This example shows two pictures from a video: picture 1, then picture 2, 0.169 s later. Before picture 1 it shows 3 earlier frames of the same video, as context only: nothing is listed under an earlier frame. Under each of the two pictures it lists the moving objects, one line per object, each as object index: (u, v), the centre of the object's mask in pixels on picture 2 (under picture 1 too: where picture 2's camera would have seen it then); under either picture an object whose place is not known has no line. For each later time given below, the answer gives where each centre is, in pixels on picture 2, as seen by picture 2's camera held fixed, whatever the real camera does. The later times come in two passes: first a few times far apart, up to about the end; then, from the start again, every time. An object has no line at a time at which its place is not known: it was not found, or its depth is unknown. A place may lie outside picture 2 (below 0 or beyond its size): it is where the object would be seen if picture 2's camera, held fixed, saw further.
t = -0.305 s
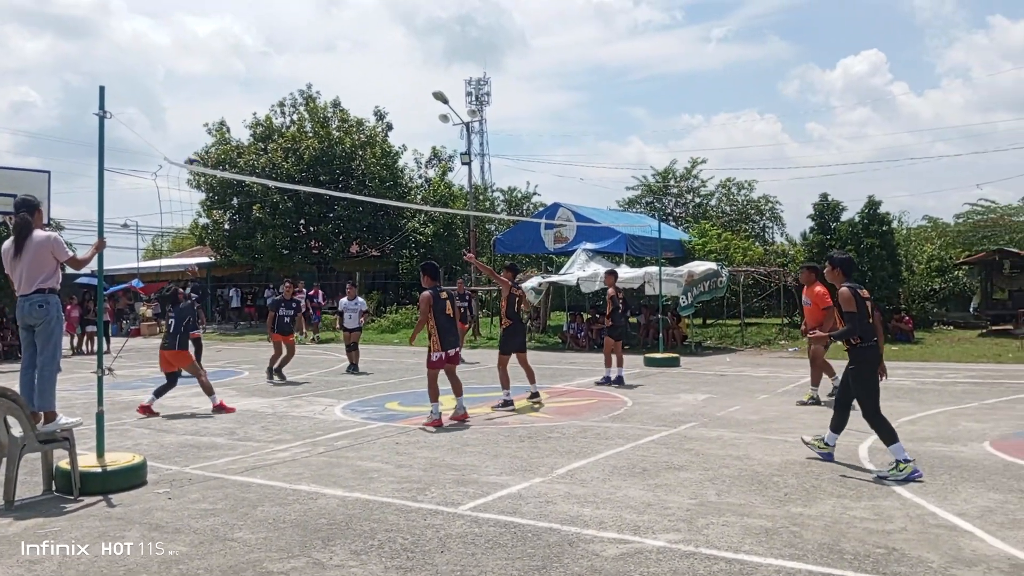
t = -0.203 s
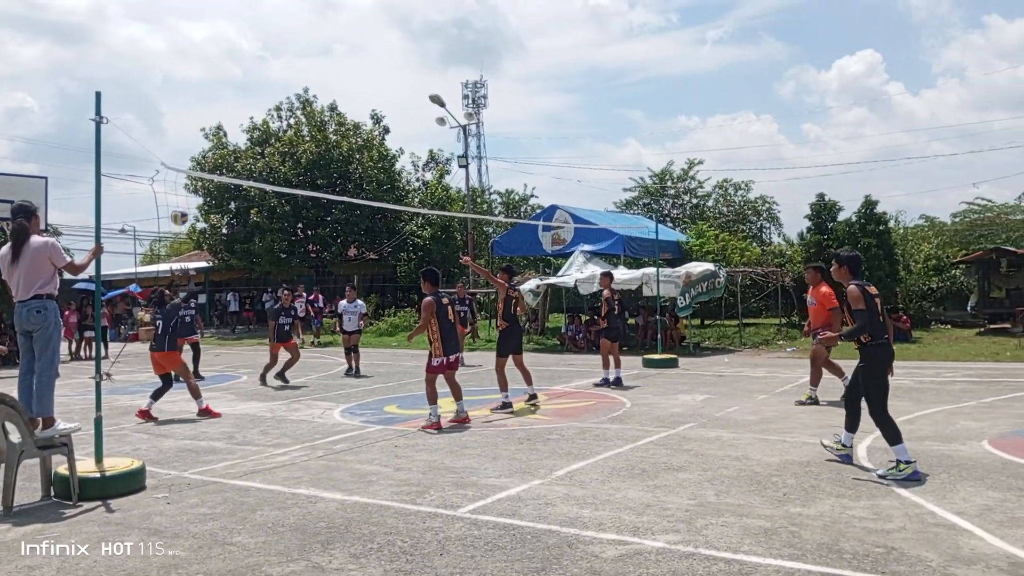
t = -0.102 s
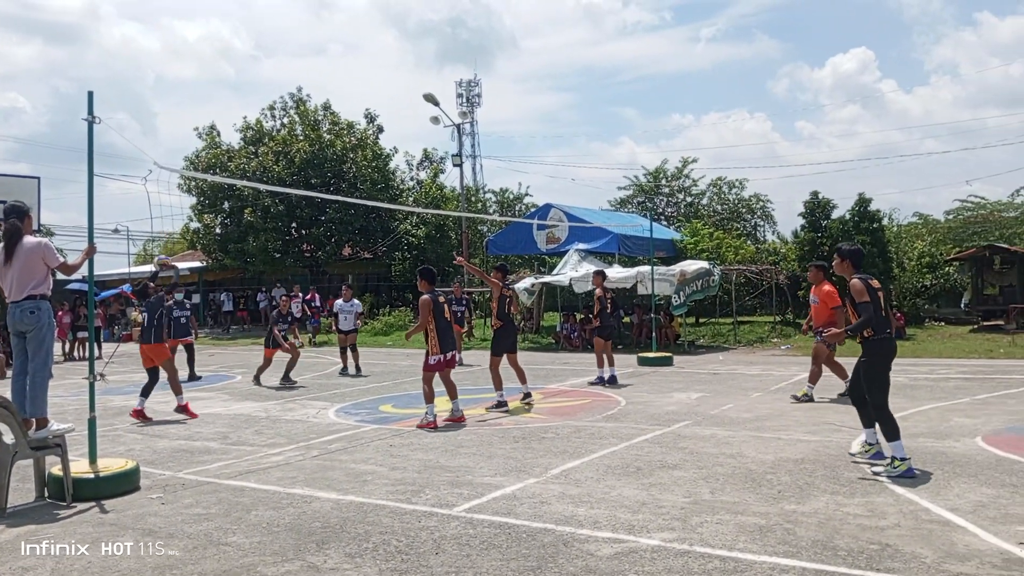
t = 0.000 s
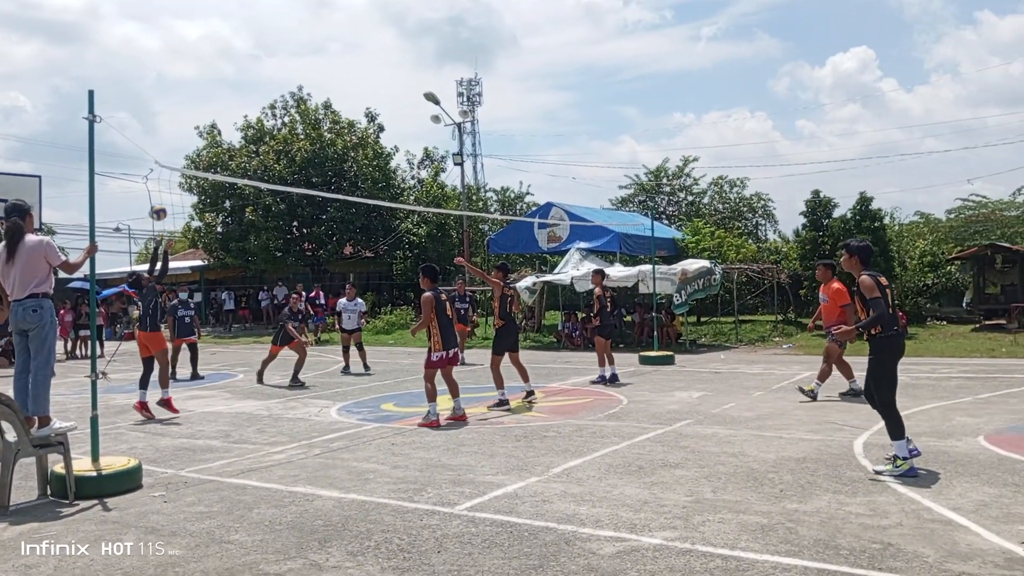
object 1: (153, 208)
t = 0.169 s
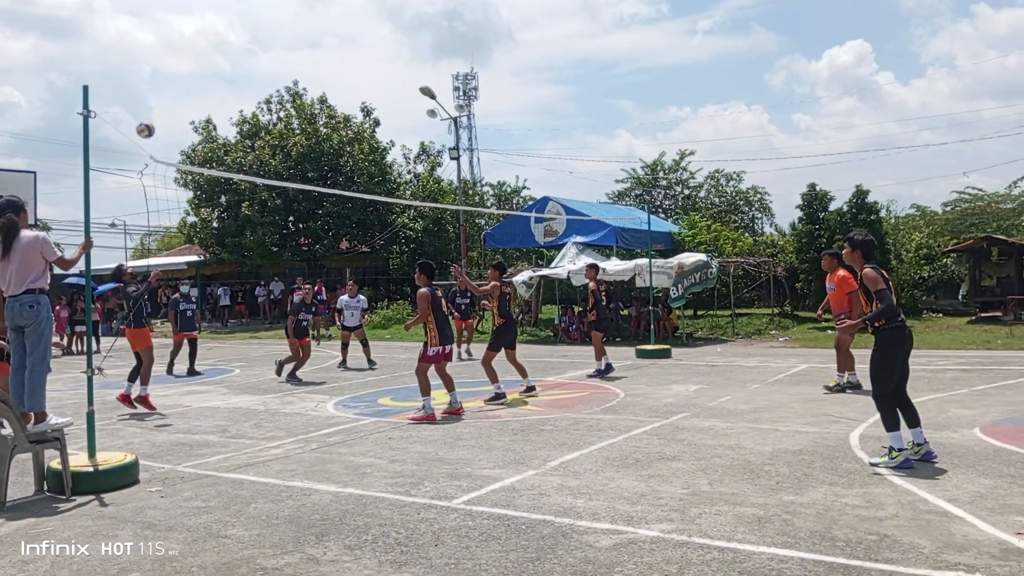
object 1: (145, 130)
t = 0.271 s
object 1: (143, 93)
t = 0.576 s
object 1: (132, 36)
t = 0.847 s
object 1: (124, 48)
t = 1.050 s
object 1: (118, 102)
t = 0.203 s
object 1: (145, 116)
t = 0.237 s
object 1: (144, 104)
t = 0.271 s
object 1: (143, 93)
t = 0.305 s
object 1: (142, 84)
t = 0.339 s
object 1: (140, 74)
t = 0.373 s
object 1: (139, 65)
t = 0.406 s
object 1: (138, 57)
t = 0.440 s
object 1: (136, 51)
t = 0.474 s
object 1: (135, 45)
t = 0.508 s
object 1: (134, 41)
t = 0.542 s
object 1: (134, 37)
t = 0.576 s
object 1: (132, 36)
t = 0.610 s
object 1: (133, 32)
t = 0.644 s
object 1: (131, 32)
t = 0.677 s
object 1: (129, 33)
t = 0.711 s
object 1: (128, 33)
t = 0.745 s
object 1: (126, 35)
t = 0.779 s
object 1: (125, 38)
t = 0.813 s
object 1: (124, 43)
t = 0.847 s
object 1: (124, 48)
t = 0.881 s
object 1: (123, 54)
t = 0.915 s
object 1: (121, 62)
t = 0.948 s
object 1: (120, 70)
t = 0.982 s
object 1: (119, 80)
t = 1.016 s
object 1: (119, 90)
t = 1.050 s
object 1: (118, 102)
